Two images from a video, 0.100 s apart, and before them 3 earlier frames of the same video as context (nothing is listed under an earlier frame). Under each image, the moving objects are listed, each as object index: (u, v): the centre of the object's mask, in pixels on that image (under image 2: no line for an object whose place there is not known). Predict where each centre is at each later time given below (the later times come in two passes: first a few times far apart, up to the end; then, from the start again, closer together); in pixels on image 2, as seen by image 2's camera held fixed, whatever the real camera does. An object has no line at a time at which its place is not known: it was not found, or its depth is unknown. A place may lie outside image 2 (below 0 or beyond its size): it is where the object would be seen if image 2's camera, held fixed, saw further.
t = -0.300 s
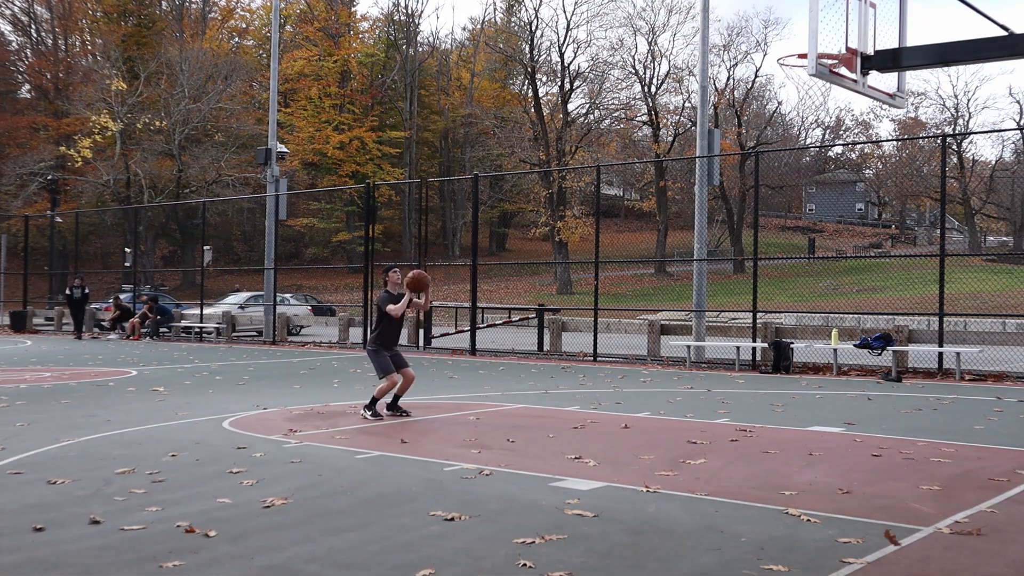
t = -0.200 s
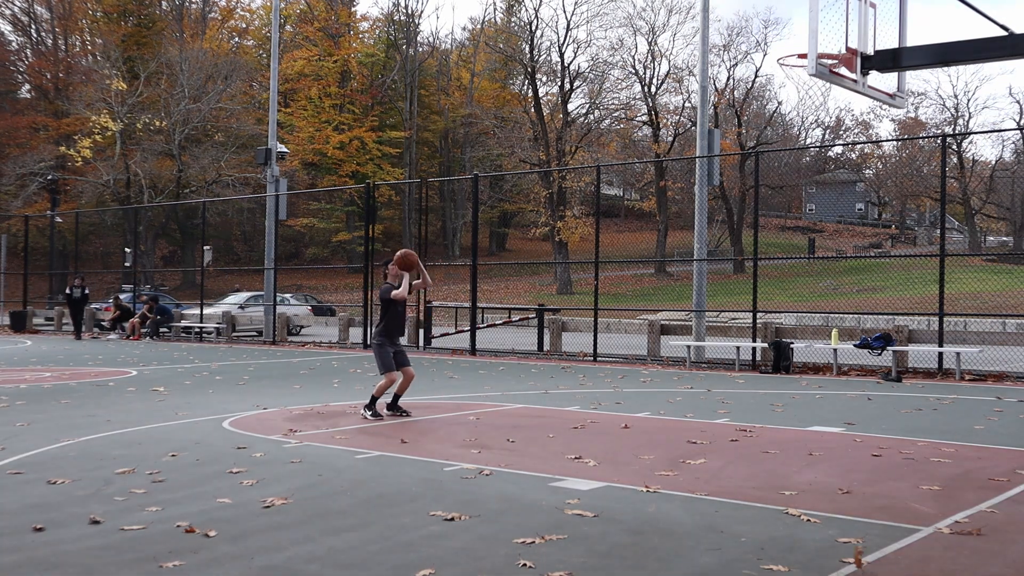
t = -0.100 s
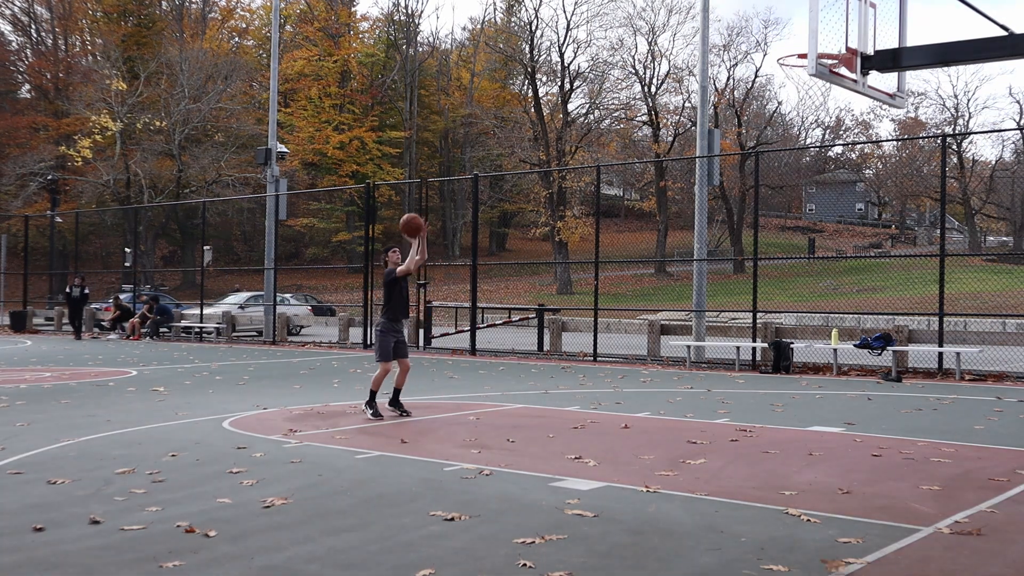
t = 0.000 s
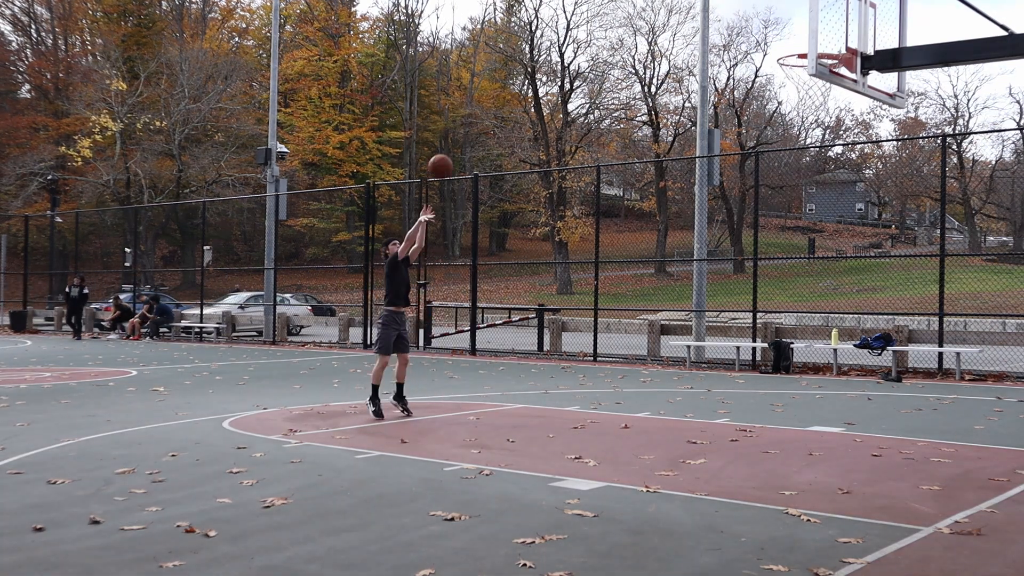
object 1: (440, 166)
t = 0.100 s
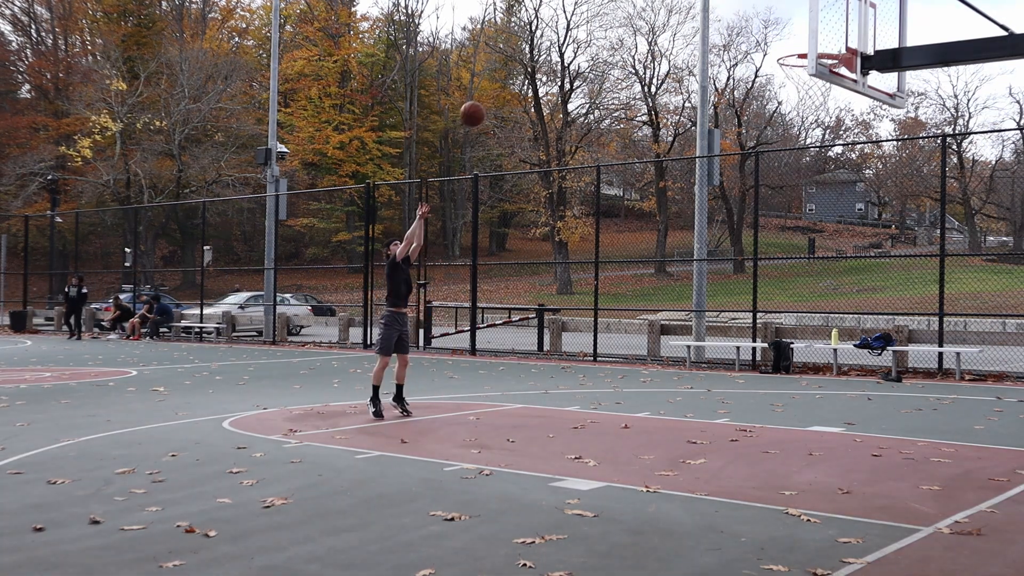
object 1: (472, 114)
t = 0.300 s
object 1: (539, 31)
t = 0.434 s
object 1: (587, 4)
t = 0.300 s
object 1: (539, 31)
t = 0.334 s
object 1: (551, 21)
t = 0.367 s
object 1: (563, 12)
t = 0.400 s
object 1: (575, 7)
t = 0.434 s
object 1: (587, 4)
